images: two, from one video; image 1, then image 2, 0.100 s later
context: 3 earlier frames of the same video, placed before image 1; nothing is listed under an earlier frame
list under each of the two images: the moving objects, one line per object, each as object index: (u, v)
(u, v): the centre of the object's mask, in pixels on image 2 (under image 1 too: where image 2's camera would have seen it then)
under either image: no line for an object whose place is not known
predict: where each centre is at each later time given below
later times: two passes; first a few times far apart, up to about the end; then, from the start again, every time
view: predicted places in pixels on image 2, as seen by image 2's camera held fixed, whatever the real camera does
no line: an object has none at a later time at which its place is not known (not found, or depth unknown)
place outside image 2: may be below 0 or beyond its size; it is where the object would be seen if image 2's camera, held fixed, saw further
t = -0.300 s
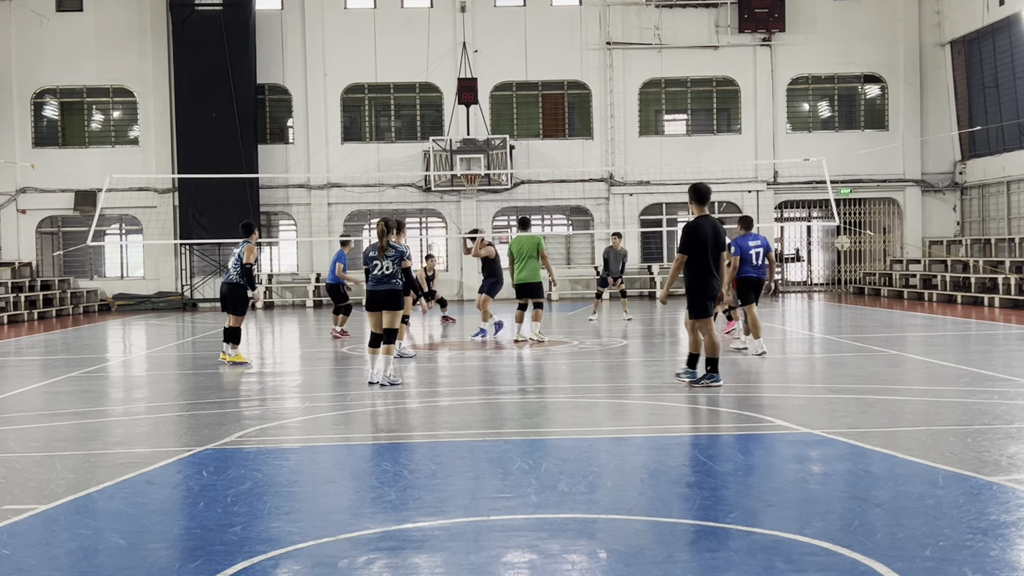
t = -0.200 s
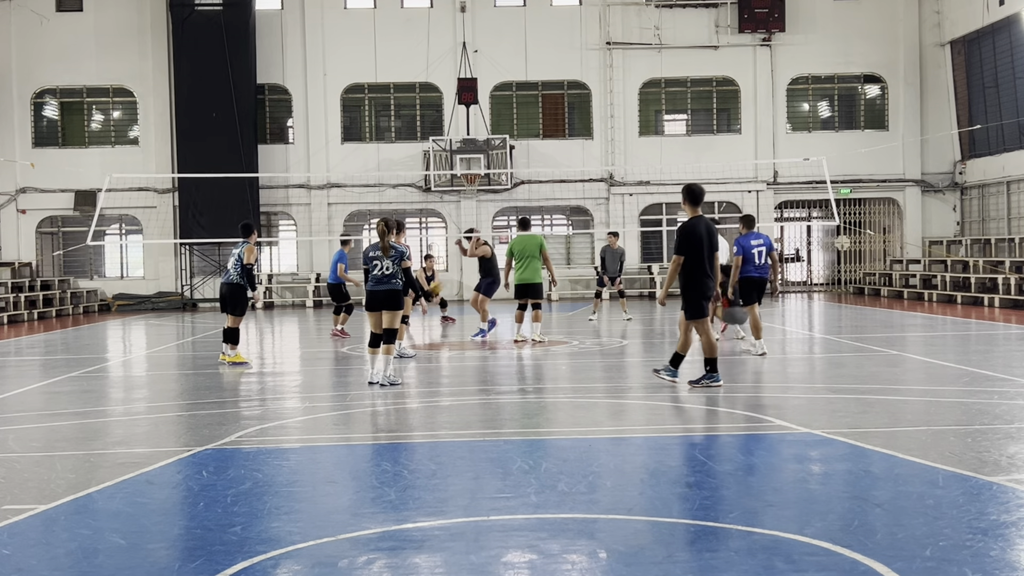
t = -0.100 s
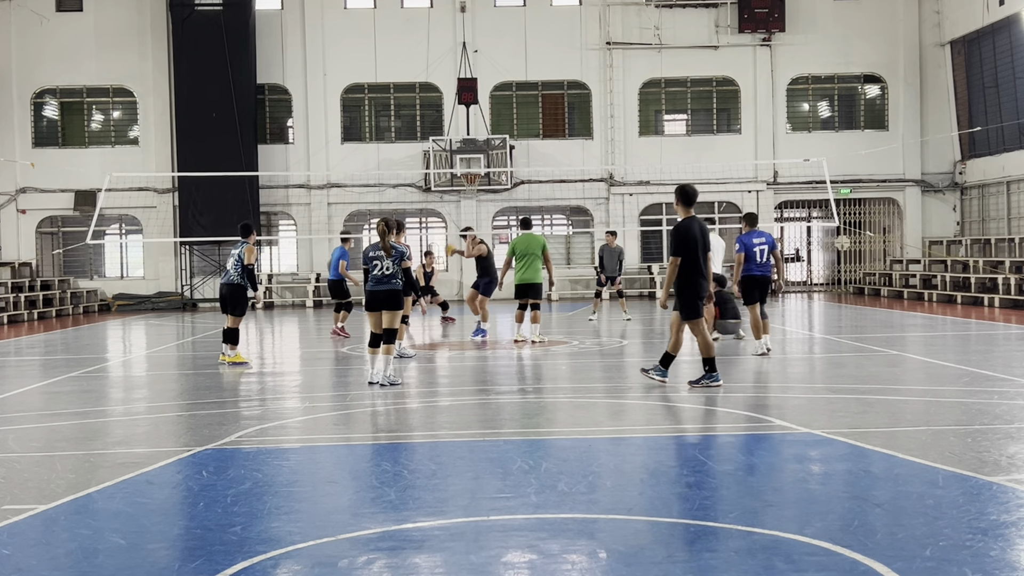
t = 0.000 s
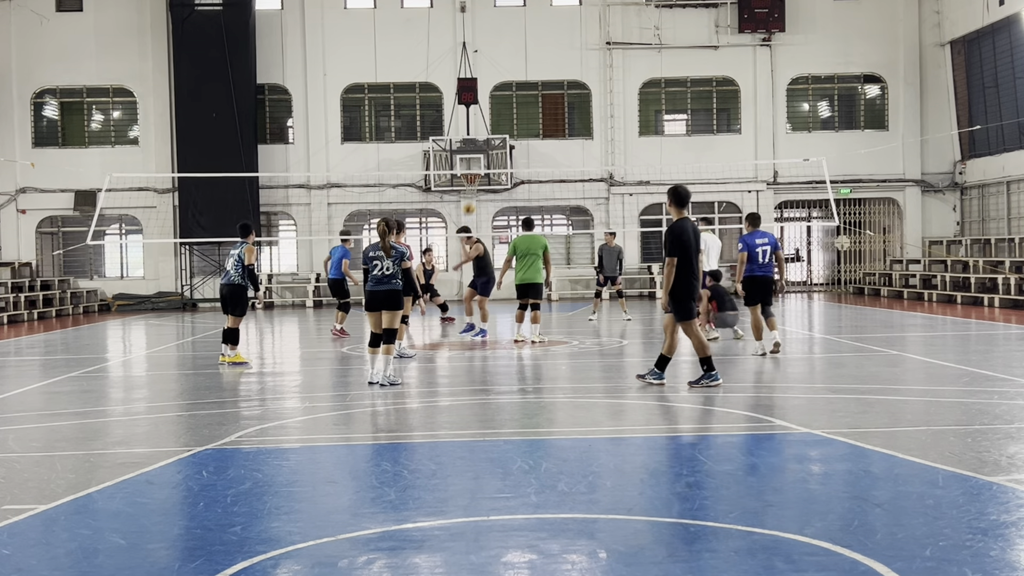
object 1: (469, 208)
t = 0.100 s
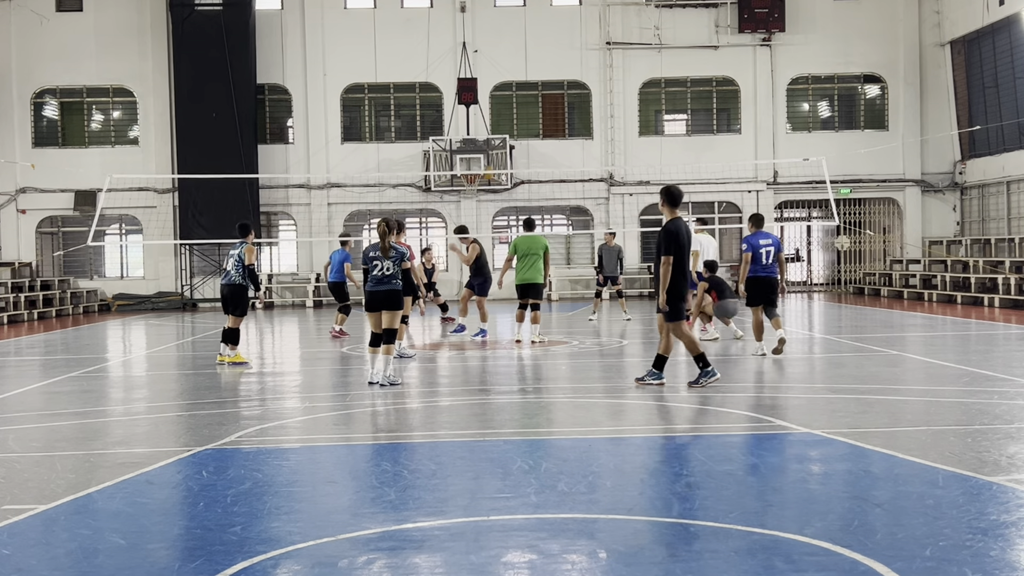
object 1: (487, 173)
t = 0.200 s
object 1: (506, 144)
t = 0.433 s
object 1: (552, 94)
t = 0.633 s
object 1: (592, 76)
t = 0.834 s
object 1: (633, 80)
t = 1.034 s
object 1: (674, 108)
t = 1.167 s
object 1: (703, 139)
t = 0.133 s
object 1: (493, 163)
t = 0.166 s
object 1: (500, 151)
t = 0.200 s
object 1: (506, 144)
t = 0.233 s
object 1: (513, 134)
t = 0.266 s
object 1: (519, 126)
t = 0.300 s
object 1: (526, 117)
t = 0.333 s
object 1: (532, 112)
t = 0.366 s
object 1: (539, 104)
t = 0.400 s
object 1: (545, 99)
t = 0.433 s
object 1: (552, 94)
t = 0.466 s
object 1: (559, 89)
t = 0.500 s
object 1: (565, 85)
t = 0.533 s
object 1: (572, 82)
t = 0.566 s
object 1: (579, 80)
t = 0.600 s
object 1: (585, 77)
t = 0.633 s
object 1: (592, 76)
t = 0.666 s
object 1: (599, 75)
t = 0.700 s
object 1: (606, 74)
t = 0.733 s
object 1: (612, 75)
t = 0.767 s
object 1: (619, 76)
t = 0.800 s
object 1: (626, 78)
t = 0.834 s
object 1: (633, 80)
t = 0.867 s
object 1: (641, 84)
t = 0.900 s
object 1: (647, 87)
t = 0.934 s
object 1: (654, 91)
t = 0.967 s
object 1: (661, 96)
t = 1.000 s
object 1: (668, 101)
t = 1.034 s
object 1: (674, 108)
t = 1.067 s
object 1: (682, 114)
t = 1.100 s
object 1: (690, 123)
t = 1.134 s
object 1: (695, 130)
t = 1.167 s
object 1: (703, 139)
